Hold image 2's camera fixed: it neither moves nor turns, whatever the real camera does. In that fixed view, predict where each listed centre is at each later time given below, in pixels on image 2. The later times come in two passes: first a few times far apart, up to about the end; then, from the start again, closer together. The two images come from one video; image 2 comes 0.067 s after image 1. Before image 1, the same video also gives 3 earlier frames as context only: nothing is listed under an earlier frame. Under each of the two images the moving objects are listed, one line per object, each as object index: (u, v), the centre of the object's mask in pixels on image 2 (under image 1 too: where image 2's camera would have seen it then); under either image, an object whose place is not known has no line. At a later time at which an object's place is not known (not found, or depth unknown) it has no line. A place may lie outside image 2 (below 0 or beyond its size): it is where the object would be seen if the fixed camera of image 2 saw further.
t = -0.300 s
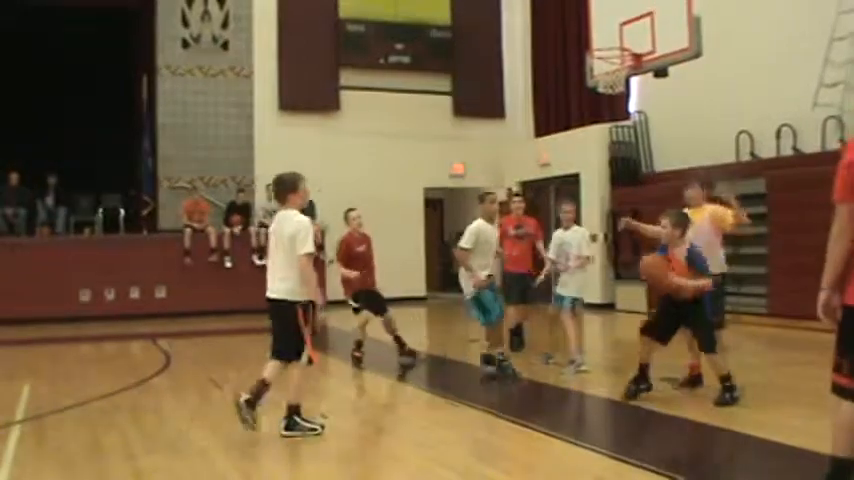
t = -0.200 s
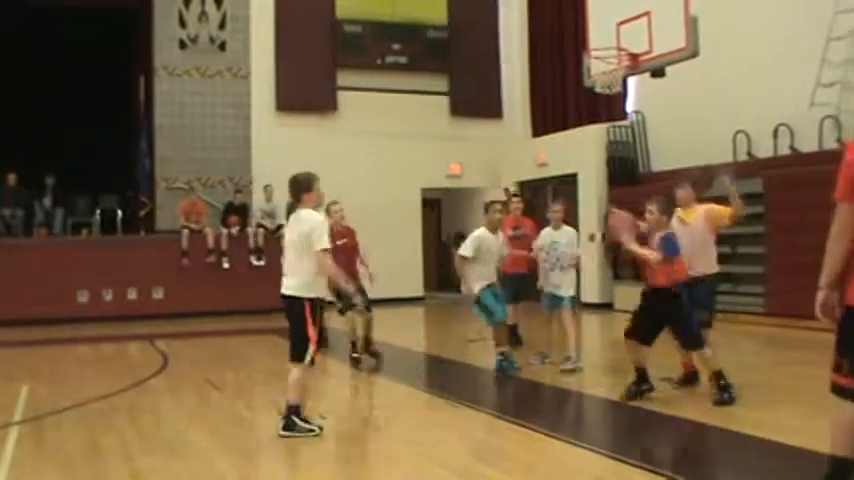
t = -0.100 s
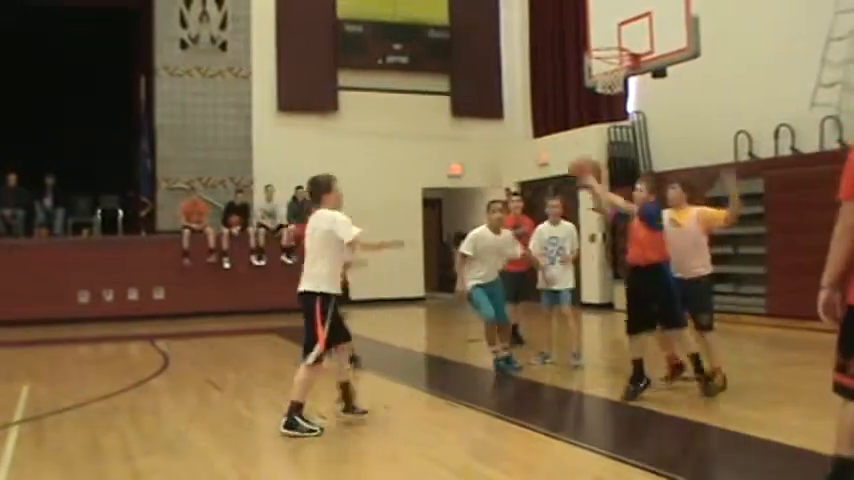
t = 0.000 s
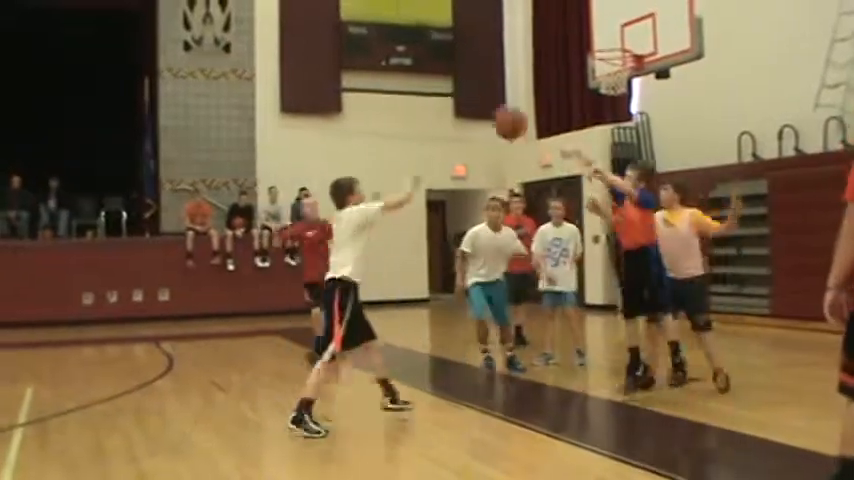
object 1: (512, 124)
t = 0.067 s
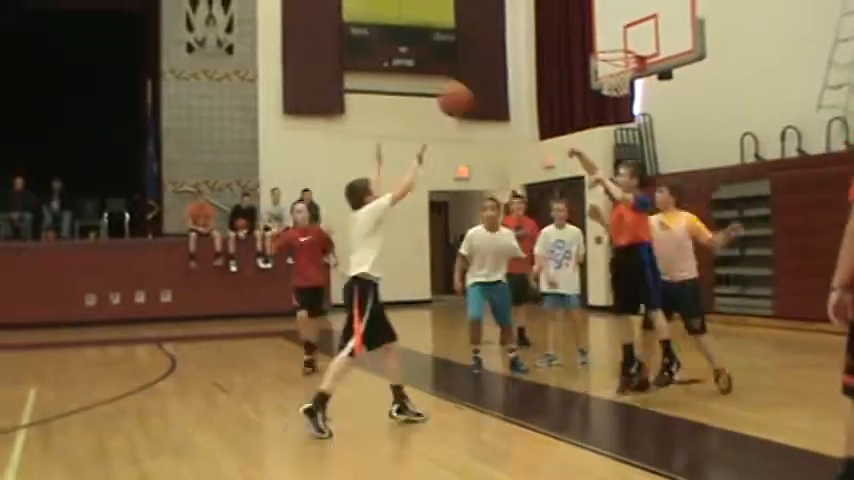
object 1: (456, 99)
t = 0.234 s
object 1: (315, 70)
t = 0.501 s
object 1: (102, 103)
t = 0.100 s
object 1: (426, 90)
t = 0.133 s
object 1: (396, 82)
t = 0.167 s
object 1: (369, 76)
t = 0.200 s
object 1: (341, 70)
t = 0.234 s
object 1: (315, 70)
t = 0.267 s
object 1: (288, 69)
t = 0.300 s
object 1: (260, 69)
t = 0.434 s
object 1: (152, 85)
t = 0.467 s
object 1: (128, 93)
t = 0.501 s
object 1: (102, 103)
